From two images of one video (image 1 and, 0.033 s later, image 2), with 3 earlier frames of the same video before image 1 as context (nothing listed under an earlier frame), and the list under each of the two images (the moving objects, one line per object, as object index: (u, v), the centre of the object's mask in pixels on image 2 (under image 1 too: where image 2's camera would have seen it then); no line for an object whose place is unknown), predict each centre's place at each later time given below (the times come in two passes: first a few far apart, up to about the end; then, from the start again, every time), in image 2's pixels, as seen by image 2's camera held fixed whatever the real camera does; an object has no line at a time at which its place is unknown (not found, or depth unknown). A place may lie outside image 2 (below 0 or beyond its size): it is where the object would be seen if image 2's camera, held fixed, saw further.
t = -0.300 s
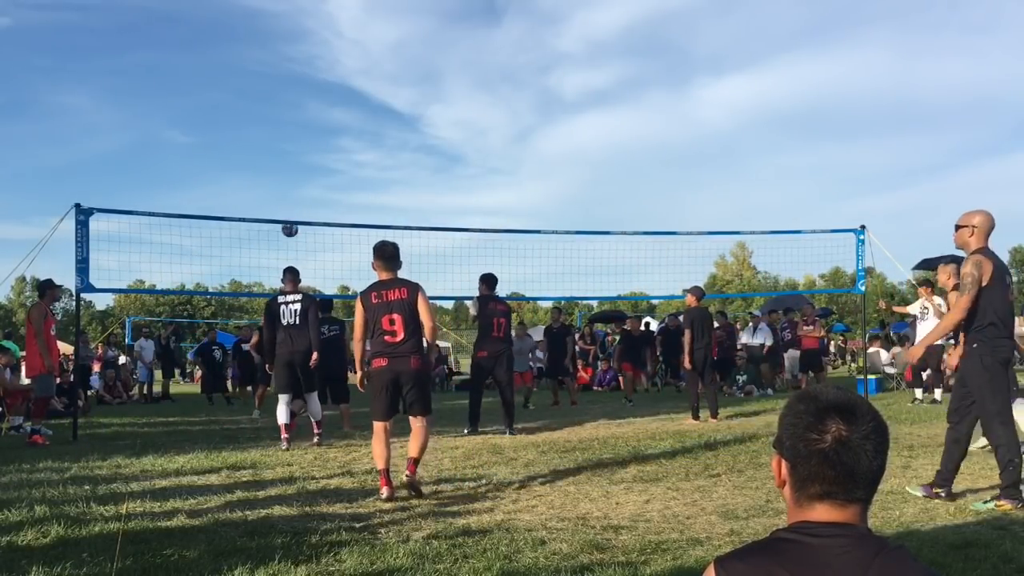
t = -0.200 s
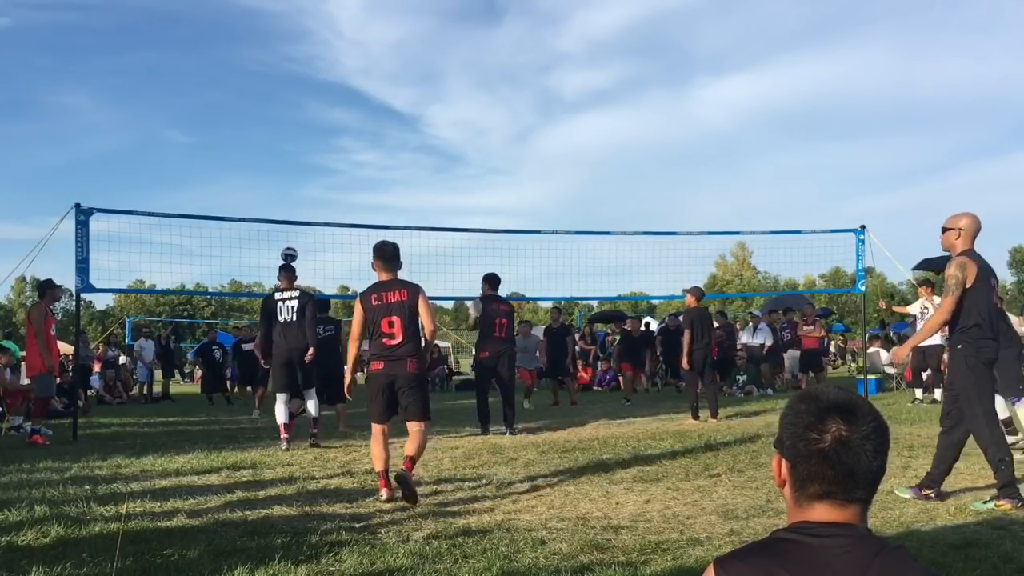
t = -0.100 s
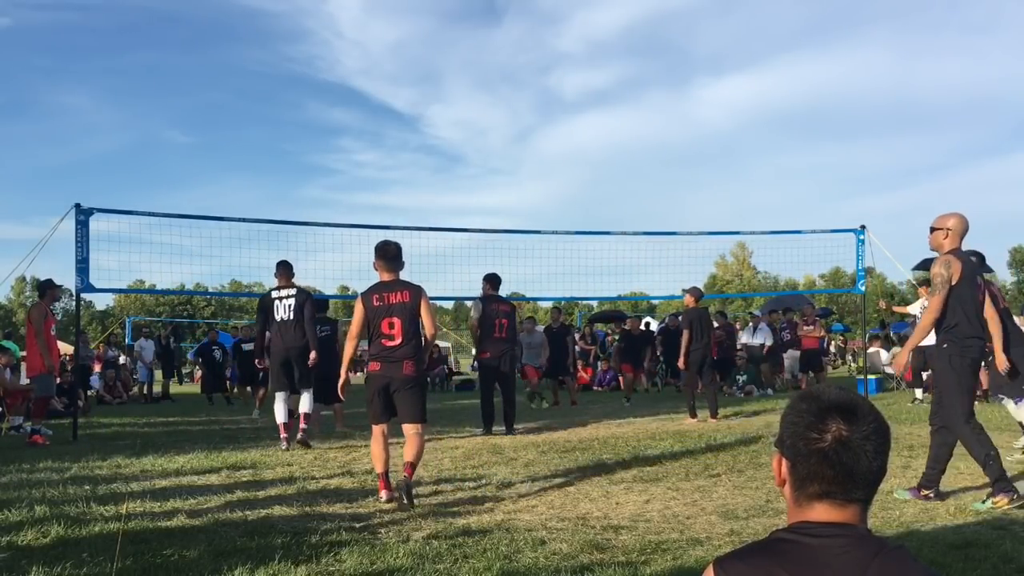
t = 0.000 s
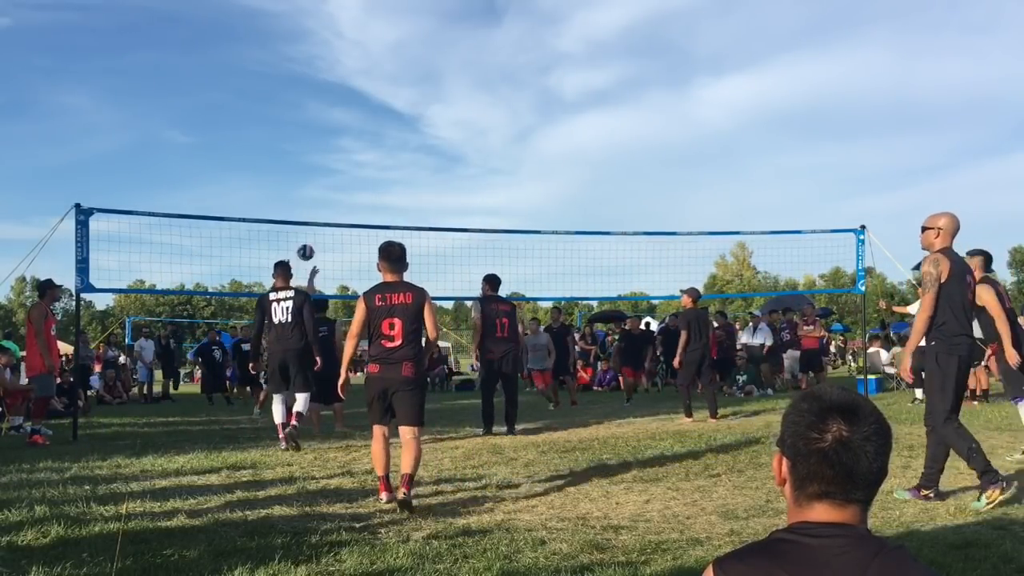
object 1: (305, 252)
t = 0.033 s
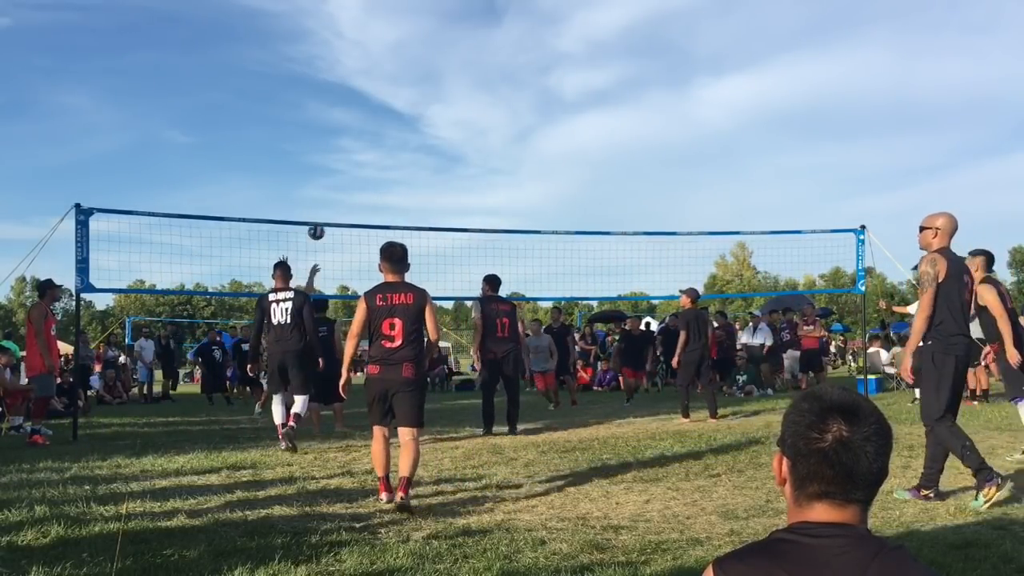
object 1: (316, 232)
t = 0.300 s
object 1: (395, 106)
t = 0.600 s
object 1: (475, 39)
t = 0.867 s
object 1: (539, 37)
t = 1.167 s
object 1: (607, 91)
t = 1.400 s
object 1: (654, 169)
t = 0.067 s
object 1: (326, 212)
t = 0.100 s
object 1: (337, 194)
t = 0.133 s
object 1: (347, 176)
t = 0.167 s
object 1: (357, 160)
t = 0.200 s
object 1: (367, 145)
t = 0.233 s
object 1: (377, 131)
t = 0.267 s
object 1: (386, 118)
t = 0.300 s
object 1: (395, 106)
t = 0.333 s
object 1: (405, 94)
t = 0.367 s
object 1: (414, 84)
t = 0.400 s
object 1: (423, 75)
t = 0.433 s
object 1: (432, 67)
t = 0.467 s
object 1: (440, 60)
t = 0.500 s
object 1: (449, 53)
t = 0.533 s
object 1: (458, 48)
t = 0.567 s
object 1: (466, 43)
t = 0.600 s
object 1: (475, 39)
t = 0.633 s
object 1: (483, 36)
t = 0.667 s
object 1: (491, 34)
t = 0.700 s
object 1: (499, 32)
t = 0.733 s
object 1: (508, 32)
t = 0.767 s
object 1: (516, 32)
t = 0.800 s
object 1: (523, 33)
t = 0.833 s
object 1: (532, 35)
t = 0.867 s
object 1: (539, 37)
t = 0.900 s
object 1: (547, 40)
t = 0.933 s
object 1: (555, 44)
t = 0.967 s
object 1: (562, 49)
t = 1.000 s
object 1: (570, 54)
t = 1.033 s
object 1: (577, 60)
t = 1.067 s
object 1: (585, 67)
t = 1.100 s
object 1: (592, 74)
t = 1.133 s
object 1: (599, 82)
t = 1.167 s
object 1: (607, 91)
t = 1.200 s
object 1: (614, 100)
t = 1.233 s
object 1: (621, 110)
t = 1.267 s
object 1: (627, 121)
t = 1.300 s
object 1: (635, 132)
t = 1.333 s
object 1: (641, 144)
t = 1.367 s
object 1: (648, 156)
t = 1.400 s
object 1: (654, 169)
